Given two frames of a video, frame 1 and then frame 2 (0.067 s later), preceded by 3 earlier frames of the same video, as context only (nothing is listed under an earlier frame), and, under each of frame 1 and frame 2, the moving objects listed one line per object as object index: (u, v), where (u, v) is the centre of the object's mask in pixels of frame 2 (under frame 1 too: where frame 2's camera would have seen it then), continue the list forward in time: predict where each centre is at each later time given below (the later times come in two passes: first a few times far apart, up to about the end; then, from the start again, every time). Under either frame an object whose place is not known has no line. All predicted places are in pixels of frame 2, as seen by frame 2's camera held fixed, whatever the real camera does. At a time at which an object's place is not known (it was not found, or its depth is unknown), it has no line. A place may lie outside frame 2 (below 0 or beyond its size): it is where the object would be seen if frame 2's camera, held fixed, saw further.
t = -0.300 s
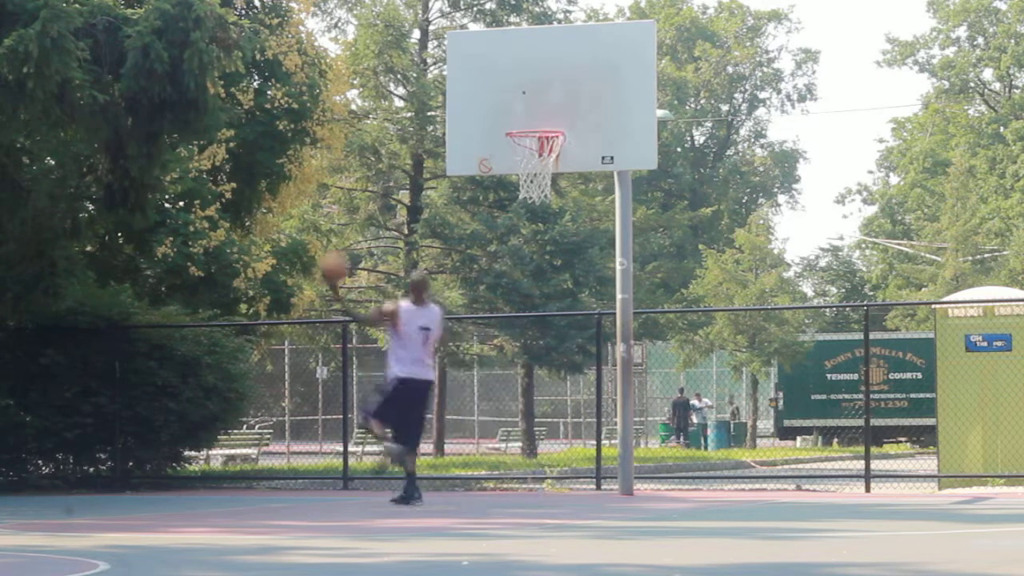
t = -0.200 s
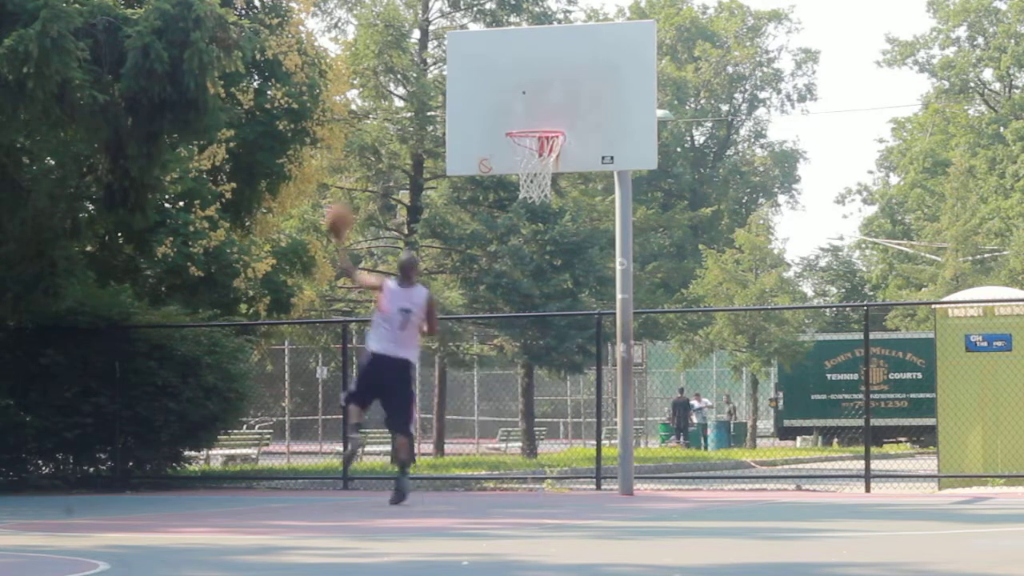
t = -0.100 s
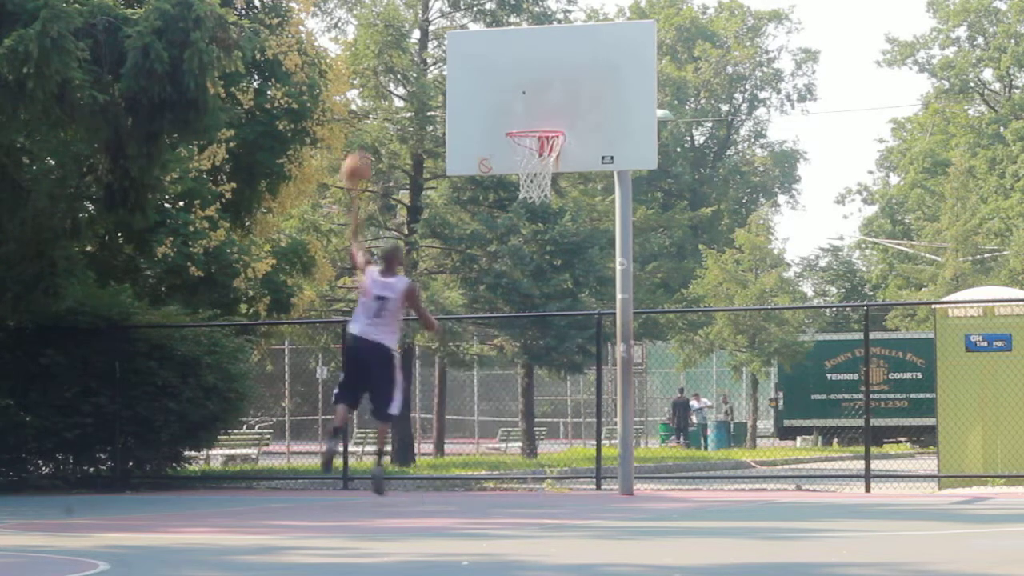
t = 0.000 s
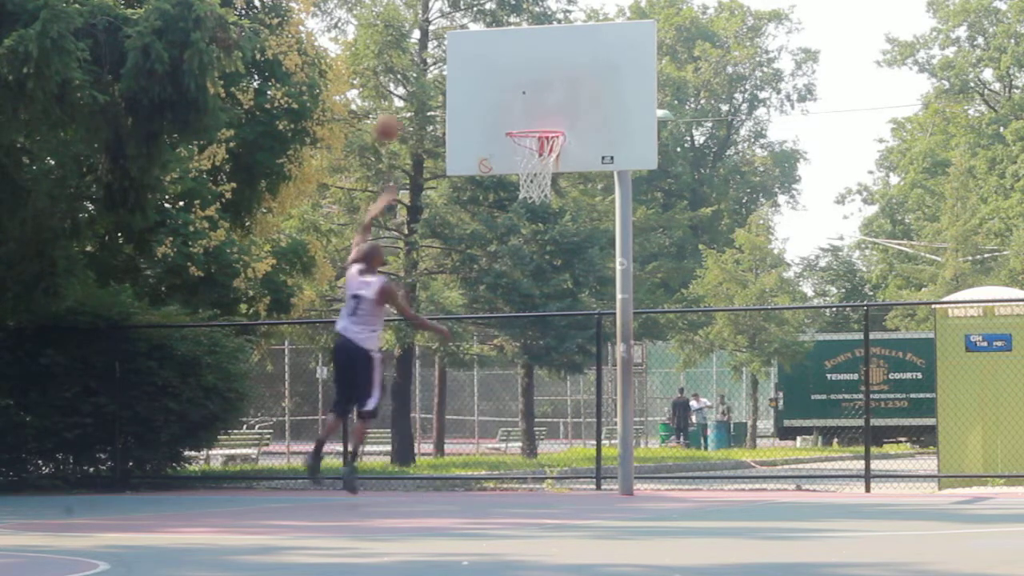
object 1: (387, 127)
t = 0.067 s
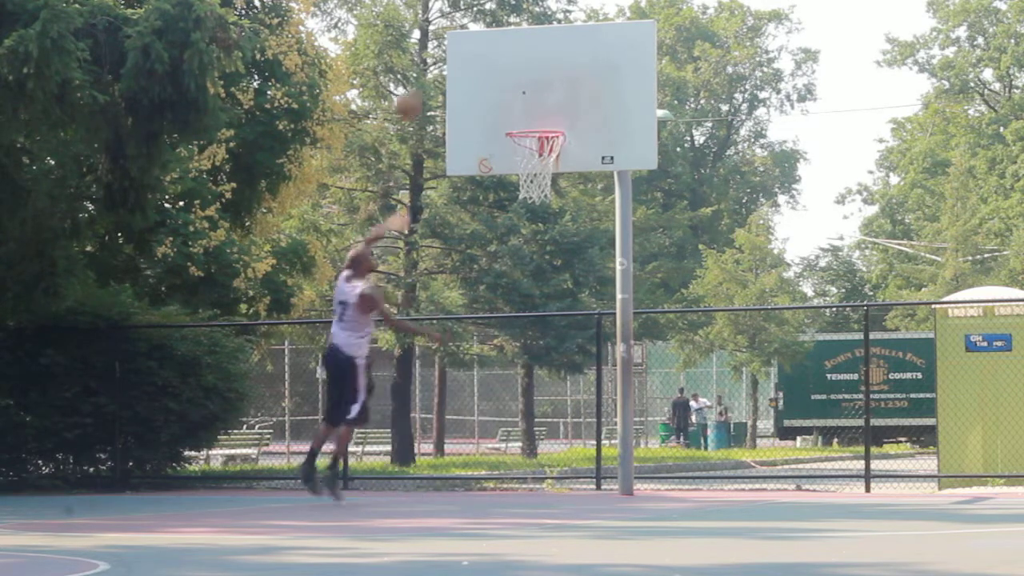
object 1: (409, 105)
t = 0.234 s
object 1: (454, 76)
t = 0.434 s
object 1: (480, 86)
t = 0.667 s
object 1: (485, 112)
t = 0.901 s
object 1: (448, 133)
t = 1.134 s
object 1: (411, 222)
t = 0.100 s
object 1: (419, 96)
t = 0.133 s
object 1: (426, 89)
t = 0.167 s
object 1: (436, 83)
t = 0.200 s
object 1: (447, 79)
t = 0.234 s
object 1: (454, 76)
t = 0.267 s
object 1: (459, 74)
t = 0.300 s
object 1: (463, 74)
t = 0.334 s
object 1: (467, 75)
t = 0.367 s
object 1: (471, 77)
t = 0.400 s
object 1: (476, 81)
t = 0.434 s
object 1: (480, 86)
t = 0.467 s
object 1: (486, 92)
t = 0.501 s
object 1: (490, 100)
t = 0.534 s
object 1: (494, 109)
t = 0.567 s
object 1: (498, 118)
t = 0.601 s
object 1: (496, 117)
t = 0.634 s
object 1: (490, 114)
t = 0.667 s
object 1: (485, 112)
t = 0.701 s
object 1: (479, 110)
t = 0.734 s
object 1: (475, 111)
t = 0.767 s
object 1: (469, 112)
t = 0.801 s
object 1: (464, 116)
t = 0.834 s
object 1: (459, 120)
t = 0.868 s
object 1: (454, 126)
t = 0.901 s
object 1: (448, 133)
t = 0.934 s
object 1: (444, 141)
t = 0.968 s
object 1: (437, 150)
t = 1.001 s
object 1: (431, 164)
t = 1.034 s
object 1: (426, 175)
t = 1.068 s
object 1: (422, 189)
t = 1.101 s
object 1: (417, 206)
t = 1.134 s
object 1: (411, 222)
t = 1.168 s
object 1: (406, 241)
